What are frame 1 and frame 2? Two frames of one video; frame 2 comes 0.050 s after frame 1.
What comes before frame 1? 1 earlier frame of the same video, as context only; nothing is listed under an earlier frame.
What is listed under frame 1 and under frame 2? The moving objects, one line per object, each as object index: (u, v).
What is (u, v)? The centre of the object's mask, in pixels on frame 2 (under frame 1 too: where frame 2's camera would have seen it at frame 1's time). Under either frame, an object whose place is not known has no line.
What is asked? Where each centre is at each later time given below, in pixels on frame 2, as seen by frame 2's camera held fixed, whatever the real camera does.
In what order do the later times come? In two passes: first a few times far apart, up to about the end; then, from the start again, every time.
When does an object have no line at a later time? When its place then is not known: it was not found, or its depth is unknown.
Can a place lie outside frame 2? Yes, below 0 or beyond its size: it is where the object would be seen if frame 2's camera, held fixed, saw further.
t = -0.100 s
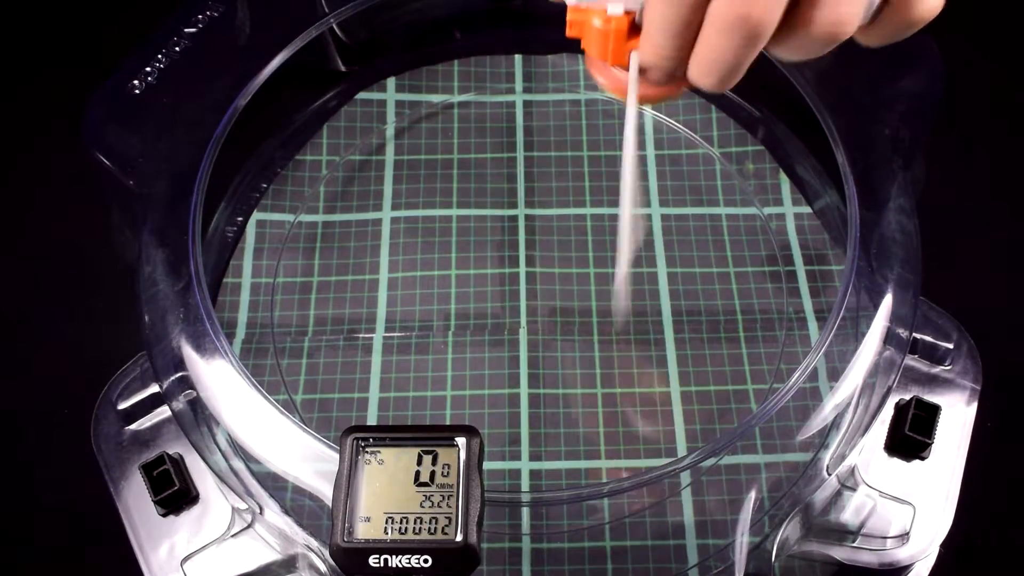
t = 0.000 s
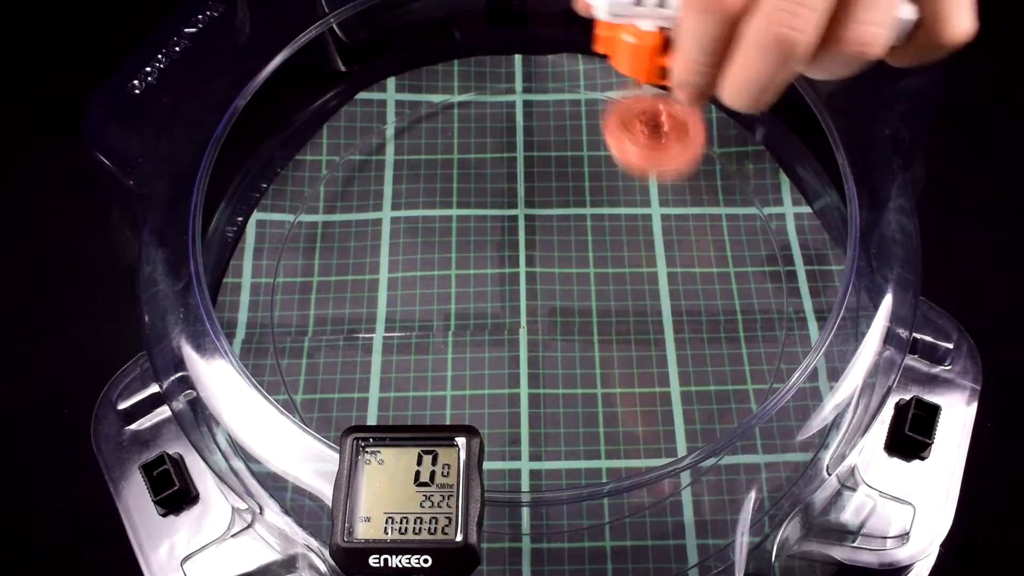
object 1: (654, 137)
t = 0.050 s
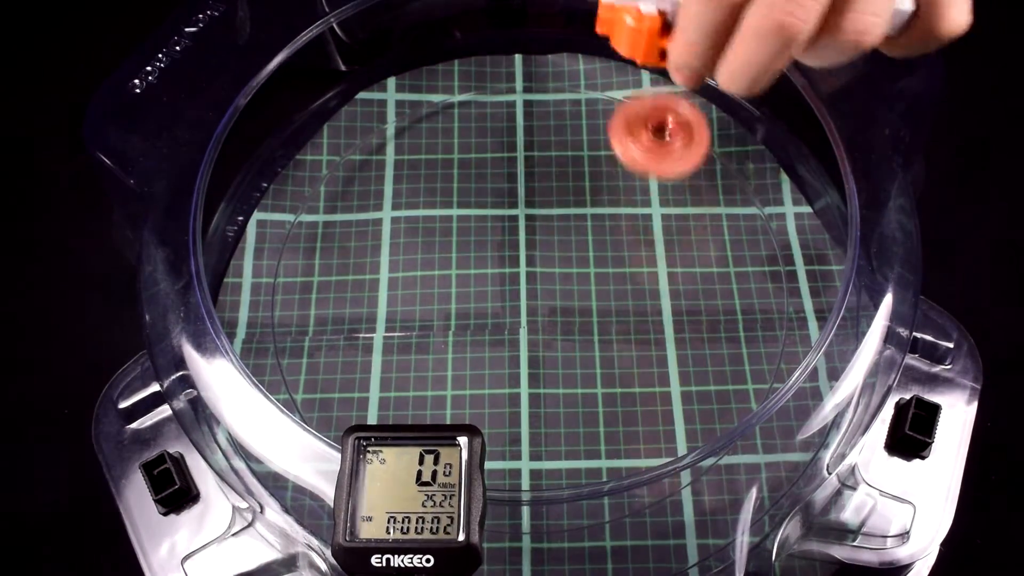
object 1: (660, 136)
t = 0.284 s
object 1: (592, 214)
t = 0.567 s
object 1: (458, 342)
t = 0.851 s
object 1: (538, 322)
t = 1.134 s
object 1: (648, 231)
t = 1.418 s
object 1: (539, 214)
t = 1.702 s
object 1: (480, 315)
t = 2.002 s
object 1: (610, 354)
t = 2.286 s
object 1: (620, 252)
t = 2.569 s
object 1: (473, 379)
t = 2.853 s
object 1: (483, 349)
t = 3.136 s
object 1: (559, 319)
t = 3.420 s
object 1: (580, 326)
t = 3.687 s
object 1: (526, 304)
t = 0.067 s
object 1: (659, 124)
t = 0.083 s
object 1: (657, 117)
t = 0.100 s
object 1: (655, 114)
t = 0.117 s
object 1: (652, 115)
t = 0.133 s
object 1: (648, 121)
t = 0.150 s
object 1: (644, 132)
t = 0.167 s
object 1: (639, 146)
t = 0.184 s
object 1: (633, 161)
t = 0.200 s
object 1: (628, 183)
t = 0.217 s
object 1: (622, 204)
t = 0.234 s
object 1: (615, 205)
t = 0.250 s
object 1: (608, 204)
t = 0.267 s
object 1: (600, 207)
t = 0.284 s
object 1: (592, 214)
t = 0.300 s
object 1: (582, 224)
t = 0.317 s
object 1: (573, 237)
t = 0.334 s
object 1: (564, 255)
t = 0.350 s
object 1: (555, 265)
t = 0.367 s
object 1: (545, 267)
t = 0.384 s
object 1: (536, 271)
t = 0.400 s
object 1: (527, 280)
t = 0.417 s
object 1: (518, 291)
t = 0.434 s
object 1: (509, 303)
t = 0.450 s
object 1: (500, 305)
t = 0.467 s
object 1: (492, 308)
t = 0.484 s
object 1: (484, 314)
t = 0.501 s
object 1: (477, 323)
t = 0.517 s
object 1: (471, 330)
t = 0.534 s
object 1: (466, 332)
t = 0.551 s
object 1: (462, 336)
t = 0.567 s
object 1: (458, 342)
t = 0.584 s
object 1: (455, 343)
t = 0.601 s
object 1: (454, 344)
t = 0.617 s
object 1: (453, 348)
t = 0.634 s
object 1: (453, 348)
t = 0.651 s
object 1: (455, 347)
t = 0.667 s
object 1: (457, 349)
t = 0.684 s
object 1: (460, 349)
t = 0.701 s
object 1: (464, 349)
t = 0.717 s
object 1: (469, 348)
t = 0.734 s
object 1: (476, 346)
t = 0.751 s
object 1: (483, 344)
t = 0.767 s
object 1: (491, 341)
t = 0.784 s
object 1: (499, 339)
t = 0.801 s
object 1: (509, 334)
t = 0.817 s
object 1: (518, 332)
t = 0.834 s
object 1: (528, 326)
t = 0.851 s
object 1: (538, 322)
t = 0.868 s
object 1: (548, 318)
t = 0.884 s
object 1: (558, 314)
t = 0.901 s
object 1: (569, 309)
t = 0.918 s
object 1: (579, 303)
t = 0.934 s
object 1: (587, 298)
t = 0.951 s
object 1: (597, 293)
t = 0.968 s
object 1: (605, 287)
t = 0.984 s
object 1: (613, 282)
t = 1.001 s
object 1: (621, 276)
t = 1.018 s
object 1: (628, 270)
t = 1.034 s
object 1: (633, 264)
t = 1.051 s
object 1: (638, 259)
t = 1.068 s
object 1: (642, 253)
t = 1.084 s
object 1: (646, 247)
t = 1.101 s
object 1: (648, 241)
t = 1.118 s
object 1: (648, 236)
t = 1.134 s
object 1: (648, 231)
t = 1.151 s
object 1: (647, 227)
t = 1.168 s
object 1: (645, 222)
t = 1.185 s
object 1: (641, 219)
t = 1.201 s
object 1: (637, 216)
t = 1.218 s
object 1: (631, 213)
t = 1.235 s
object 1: (625, 210)
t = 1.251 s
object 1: (618, 208)
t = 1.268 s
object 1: (611, 206)
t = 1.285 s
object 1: (603, 205)
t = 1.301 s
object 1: (596, 204)
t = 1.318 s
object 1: (588, 204)
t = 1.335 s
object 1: (580, 205)
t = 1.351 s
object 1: (572, 205)
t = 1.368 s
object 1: (564, 207)
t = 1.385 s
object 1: (555, 209)
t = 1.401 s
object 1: (547, 211)
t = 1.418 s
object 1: (539, 214)
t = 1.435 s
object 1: (532, 218)
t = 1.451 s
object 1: (524, 222)
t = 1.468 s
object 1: (517, 226)
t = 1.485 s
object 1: (511, 231)
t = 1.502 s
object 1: (505, 237)
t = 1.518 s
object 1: (499, 242)
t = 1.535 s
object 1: (494, 248)
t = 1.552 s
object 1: (490, 254)
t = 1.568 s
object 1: (486, 261)
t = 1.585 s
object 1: (483, 267)
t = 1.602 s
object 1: (480, 274)
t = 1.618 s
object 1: (478, 281)
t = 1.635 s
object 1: (476, 288)
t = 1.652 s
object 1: (476, 295)
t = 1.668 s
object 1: (477, 301)
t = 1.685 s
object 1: (478, 308)
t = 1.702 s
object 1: (480, 315)
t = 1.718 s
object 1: (483, 321)
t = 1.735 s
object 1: (486, 327)
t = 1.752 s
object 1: (490, 333)
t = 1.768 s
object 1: (495, 339)
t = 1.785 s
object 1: (502, 344)
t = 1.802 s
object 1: (508, 349)
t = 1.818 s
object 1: (515, 353)
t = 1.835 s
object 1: (523, 357)
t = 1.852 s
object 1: (531, 359)
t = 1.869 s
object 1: (539, 362)
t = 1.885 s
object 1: (548, 363)
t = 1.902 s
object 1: (557, 364)
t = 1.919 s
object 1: (566, 364)
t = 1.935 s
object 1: (576, 364)
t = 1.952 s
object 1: (585, 362)
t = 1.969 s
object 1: (593, 360)
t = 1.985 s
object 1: (602, 358)
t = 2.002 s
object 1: (610, 354)
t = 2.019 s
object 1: (617, 349)
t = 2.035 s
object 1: (623, 345)
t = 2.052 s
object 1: (630, 339)
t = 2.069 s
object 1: (635, 333)
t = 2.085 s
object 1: (639, 327)
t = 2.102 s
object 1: (642, 321)
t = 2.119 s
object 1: (644, 314)
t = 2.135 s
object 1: (645, 308)
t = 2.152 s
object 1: (645, 301)
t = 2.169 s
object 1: (645, 295)
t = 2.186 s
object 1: (643, 288)
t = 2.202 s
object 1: (641, 281)
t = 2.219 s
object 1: (639, 275)
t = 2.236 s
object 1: (635, 269)
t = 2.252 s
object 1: (630, 263)
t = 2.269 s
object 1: (625, 257)
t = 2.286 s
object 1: (620, 252)
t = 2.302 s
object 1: (613, 247)
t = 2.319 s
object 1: (606, 243)
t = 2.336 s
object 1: (599, 239)
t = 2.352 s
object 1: (591, 236)
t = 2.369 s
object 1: (582, 233)
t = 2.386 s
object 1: (574, 231)
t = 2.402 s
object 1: (564, 230)
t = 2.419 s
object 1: (555, 229)
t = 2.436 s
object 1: (545, 228)
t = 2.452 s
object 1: (538, 229)
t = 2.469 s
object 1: (499, 236)
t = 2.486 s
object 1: (466, 249)
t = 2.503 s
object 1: (442, 269)
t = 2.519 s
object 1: (430, 296)
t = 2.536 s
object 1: (430, 328)
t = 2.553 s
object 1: (444, 356)
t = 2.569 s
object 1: (473, 379)
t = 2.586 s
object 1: (514, 388)
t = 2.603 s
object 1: (557, 383)
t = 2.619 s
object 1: (590, 364)
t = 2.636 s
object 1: (609, 332)
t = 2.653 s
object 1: (615, 294)
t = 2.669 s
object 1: (604, 259)
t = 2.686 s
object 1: (582, 226)
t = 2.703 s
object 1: (549, 204)
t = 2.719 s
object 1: (511, 191)
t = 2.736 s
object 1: (472, 189)
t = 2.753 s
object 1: (437, 199)
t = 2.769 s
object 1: (412, 219)
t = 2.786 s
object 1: (400, 246)
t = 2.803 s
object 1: (402, 281)
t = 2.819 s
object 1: (416, 312)
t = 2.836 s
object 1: (446, 338)
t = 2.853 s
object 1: (483, 349)
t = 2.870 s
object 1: (528, 343)
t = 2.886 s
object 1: (565, 326)
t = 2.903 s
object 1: (591, 298)
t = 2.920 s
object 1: (604, 267)
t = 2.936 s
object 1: (607, 235)
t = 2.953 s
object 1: (597, 207)
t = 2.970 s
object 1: (577, 186)
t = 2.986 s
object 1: (551, 174)
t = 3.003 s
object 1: (520, 173)
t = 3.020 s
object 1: (492, 183)
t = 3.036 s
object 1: (468, 200)
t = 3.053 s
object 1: (453, 223)
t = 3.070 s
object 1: (453, 252)
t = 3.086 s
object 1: (467, 282)
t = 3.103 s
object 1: (494, 304)
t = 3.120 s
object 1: (527, 317)
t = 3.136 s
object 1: (559, 319)
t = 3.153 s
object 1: (588, 310)
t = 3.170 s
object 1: (612, 292)
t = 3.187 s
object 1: (625, 270)
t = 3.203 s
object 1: (628, 246)
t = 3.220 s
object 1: (617, 224)
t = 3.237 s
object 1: (597, 207)
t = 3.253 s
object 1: (574, 200)
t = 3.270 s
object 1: (550, 202)
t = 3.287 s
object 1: (528, 211)
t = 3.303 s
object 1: (512, 227)
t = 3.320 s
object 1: (501, 250)
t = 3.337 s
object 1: (499, 278)
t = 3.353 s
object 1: (507, 304)
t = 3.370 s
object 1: (523, 325)
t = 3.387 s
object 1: (545, 336)
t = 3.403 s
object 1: (563, 335)
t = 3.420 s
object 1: (580, 326)
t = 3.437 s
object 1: (593, 312)
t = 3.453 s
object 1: (600, 293)
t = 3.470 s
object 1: (597, 274)
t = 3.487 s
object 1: (588, 260)
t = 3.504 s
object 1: (576, 253)
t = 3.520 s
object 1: (556, 253)
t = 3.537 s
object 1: (533, 256)
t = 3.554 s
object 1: (519, 261)
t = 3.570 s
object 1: (509, 270)
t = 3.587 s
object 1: (499, 285)
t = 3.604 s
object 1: (494, 301)
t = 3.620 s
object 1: (497, 314)
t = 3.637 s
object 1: (502, 319)
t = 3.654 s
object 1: (510, 319)
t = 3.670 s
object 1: (518, 314)
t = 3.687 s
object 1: (526, 304)
